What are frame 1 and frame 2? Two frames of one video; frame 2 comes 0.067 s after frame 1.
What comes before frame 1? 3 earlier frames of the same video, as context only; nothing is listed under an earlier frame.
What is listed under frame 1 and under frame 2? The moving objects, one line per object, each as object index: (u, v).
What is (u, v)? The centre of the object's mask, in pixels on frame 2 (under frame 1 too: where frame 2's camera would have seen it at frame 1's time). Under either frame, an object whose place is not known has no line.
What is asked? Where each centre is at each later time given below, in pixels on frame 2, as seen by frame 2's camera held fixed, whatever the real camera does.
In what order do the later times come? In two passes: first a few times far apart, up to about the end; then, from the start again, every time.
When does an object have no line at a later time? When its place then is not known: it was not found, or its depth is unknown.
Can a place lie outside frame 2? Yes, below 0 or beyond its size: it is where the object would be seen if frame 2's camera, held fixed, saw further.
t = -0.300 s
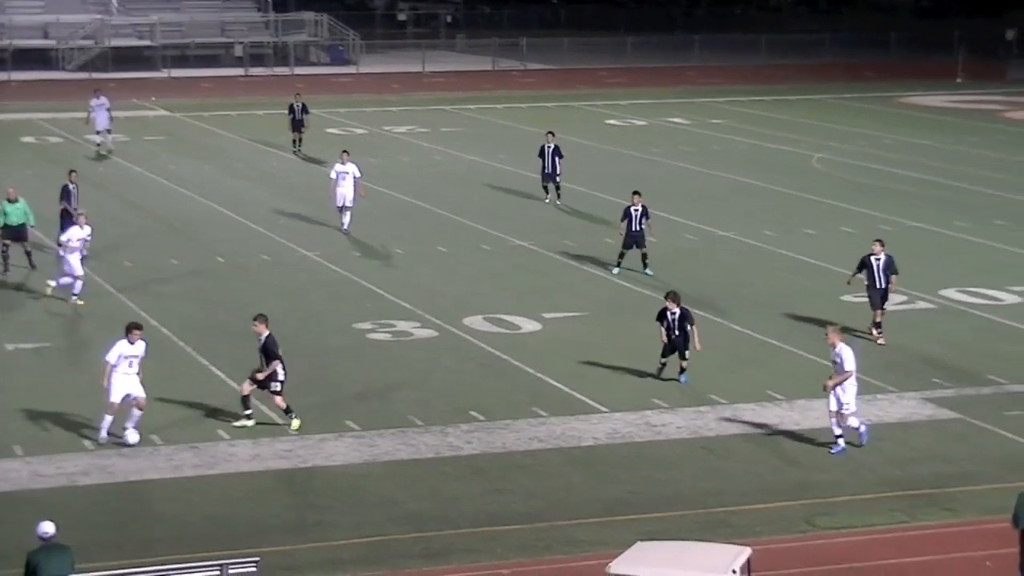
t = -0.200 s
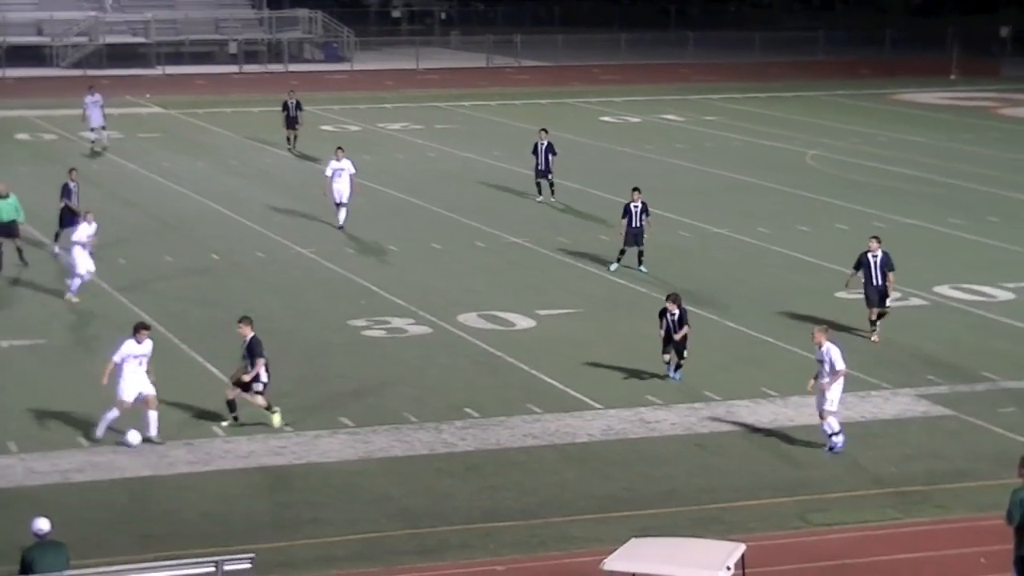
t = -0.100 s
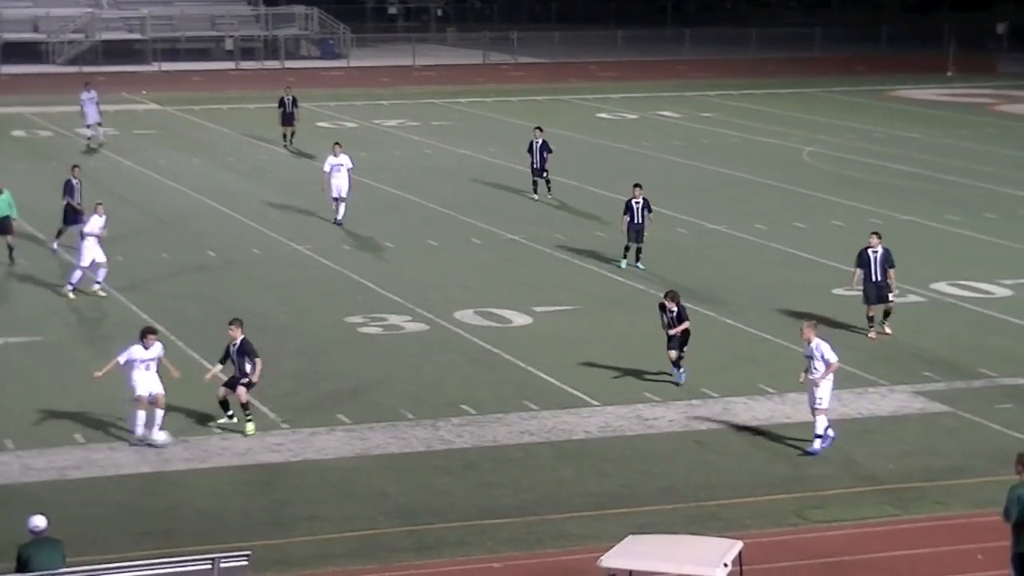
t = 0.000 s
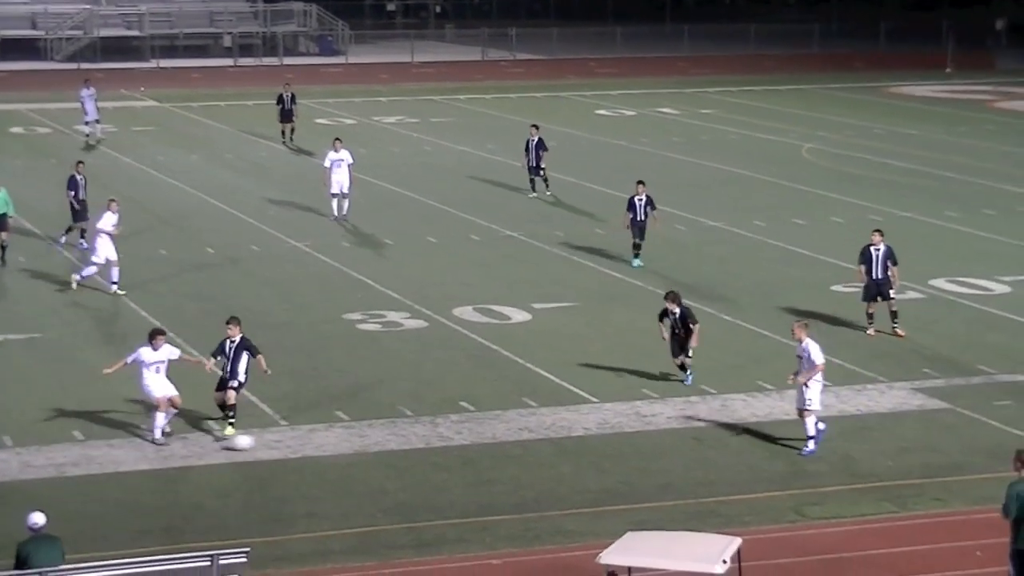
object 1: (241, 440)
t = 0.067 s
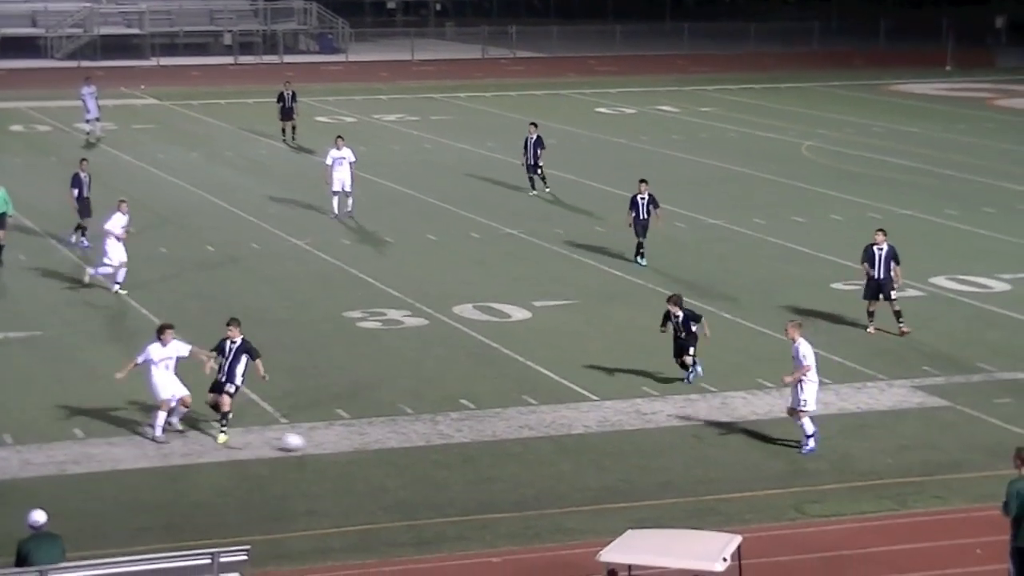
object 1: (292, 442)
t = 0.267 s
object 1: (443, 454)
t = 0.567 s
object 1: (641, 469)
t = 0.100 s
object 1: (321, 445)
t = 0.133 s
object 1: (347, 447)
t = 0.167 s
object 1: (370, 449)
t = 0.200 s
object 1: (395, 450)
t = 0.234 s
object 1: (420, 452)
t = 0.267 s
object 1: (443, 454)
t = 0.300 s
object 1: (468, 456)
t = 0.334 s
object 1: (491, 458)
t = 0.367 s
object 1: (513, 458)
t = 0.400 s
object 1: (535, 461)
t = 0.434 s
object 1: (558, 464)
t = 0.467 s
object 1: (579, 464)
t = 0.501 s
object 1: (601, 466)
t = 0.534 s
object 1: (622, 468)
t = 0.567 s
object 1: (641, 469)
